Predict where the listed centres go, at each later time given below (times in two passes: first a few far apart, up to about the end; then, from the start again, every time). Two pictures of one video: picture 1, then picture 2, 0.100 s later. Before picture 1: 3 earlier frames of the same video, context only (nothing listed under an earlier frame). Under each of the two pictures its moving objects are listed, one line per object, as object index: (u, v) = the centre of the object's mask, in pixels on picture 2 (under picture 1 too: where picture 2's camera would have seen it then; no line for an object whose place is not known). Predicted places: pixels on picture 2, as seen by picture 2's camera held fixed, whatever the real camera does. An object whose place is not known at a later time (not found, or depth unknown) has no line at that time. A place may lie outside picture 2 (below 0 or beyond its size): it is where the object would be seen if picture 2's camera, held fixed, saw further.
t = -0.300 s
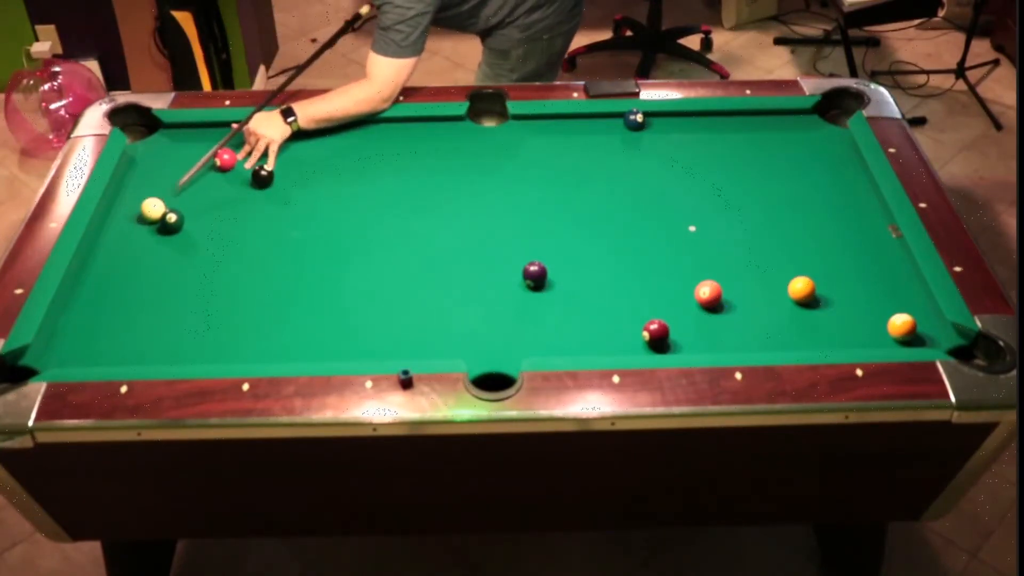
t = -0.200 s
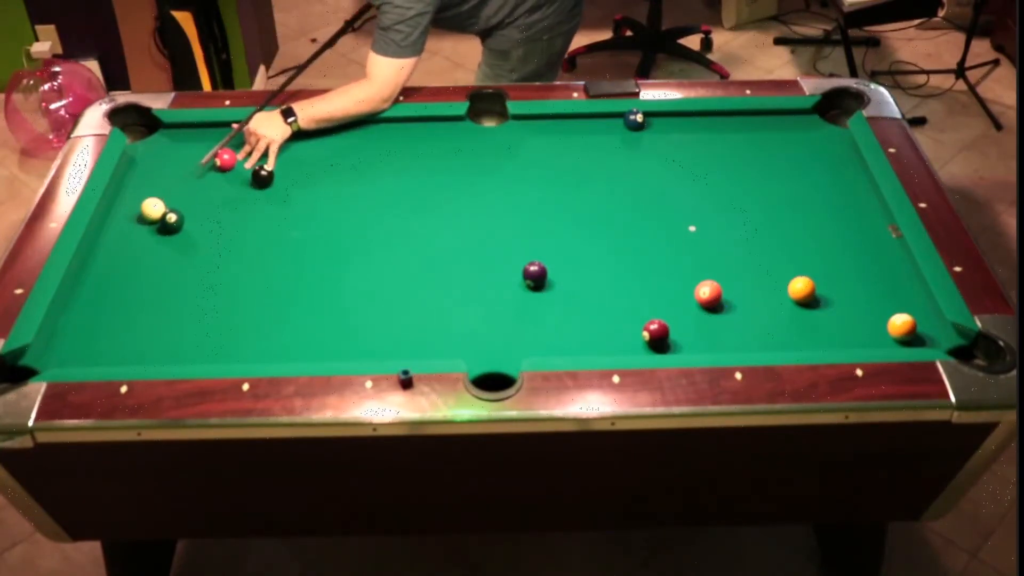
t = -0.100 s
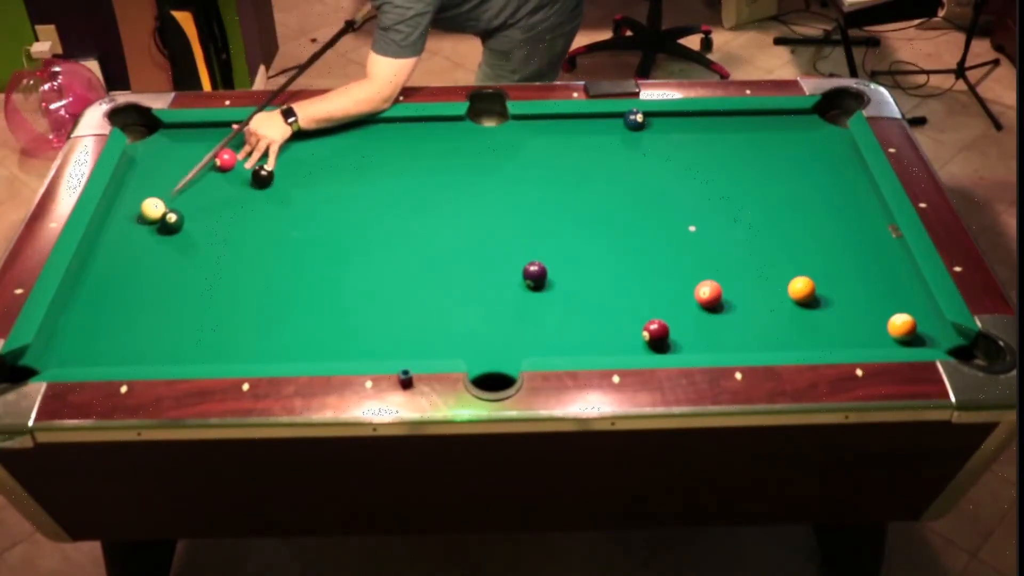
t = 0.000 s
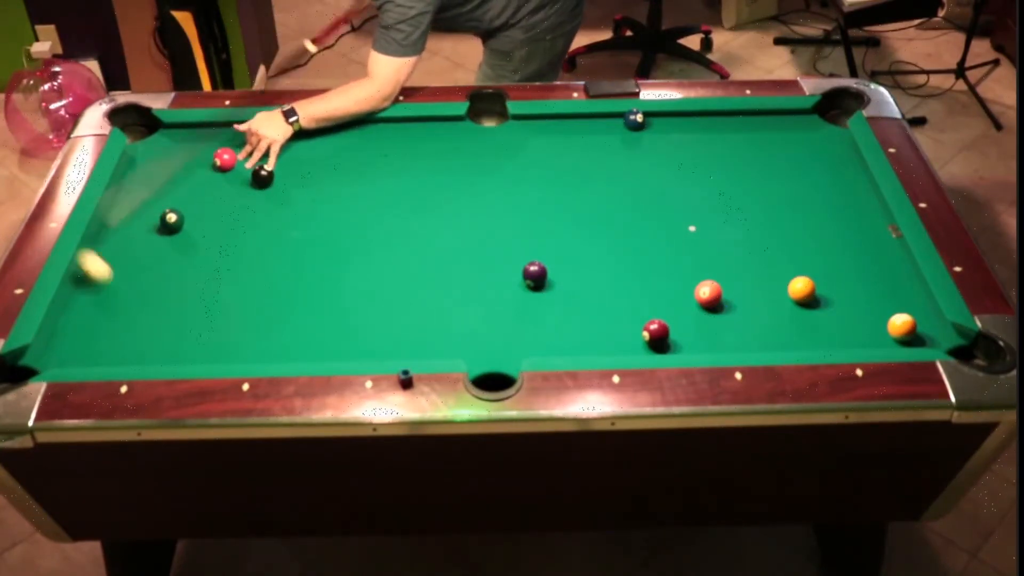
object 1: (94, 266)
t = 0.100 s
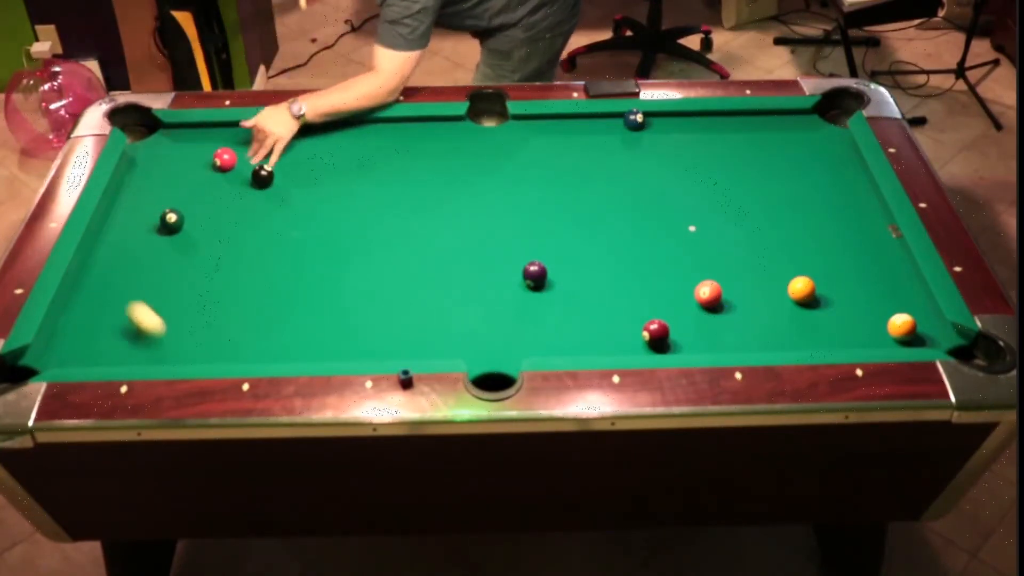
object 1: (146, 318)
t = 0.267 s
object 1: (239, 327)
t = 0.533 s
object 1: (363, 258)
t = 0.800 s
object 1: (469, 198)
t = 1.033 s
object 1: (549, 154)
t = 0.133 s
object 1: (164, 336)
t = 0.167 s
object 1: (183, 351)
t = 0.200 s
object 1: (203, 348)
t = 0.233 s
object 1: (222, 337)
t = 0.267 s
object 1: (239, 327)
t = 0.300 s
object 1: (256, 318)
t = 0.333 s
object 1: (272, 309)
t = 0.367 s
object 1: (288, 300)
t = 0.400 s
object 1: (303, 291)
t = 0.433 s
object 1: (319, 283)
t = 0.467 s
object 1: (334, 274)
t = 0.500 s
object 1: (349, 266)
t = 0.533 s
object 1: (363, 258)
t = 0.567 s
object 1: (377, 250)
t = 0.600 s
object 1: (391, 242)
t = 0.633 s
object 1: (405, 234)
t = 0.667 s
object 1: (418, 227)
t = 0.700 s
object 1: (431, 219)
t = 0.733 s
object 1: (444, 212)
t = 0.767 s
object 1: (456, 205)
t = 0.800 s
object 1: (469, 198)
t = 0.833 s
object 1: (481, 192)
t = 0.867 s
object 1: (493, 185)
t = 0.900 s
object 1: (505, 179)
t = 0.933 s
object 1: (516, 172)
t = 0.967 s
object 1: (527, 166)
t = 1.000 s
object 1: (538, 160)
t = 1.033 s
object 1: (549, 154)
